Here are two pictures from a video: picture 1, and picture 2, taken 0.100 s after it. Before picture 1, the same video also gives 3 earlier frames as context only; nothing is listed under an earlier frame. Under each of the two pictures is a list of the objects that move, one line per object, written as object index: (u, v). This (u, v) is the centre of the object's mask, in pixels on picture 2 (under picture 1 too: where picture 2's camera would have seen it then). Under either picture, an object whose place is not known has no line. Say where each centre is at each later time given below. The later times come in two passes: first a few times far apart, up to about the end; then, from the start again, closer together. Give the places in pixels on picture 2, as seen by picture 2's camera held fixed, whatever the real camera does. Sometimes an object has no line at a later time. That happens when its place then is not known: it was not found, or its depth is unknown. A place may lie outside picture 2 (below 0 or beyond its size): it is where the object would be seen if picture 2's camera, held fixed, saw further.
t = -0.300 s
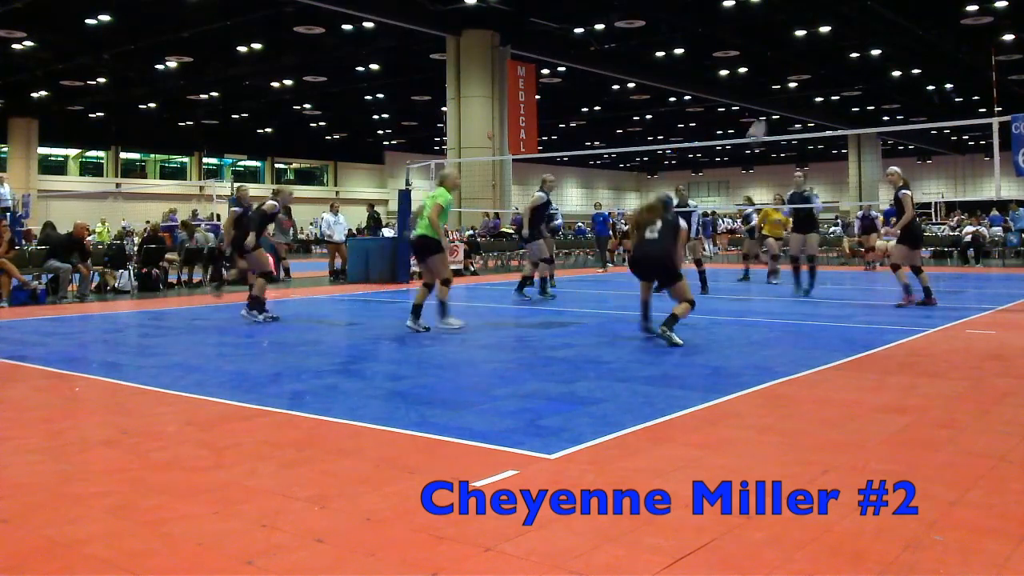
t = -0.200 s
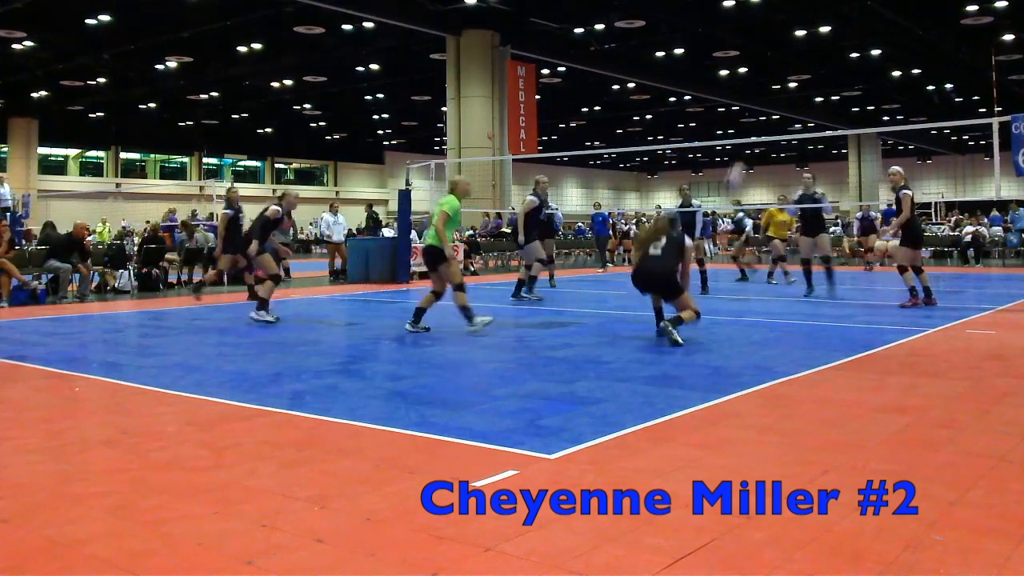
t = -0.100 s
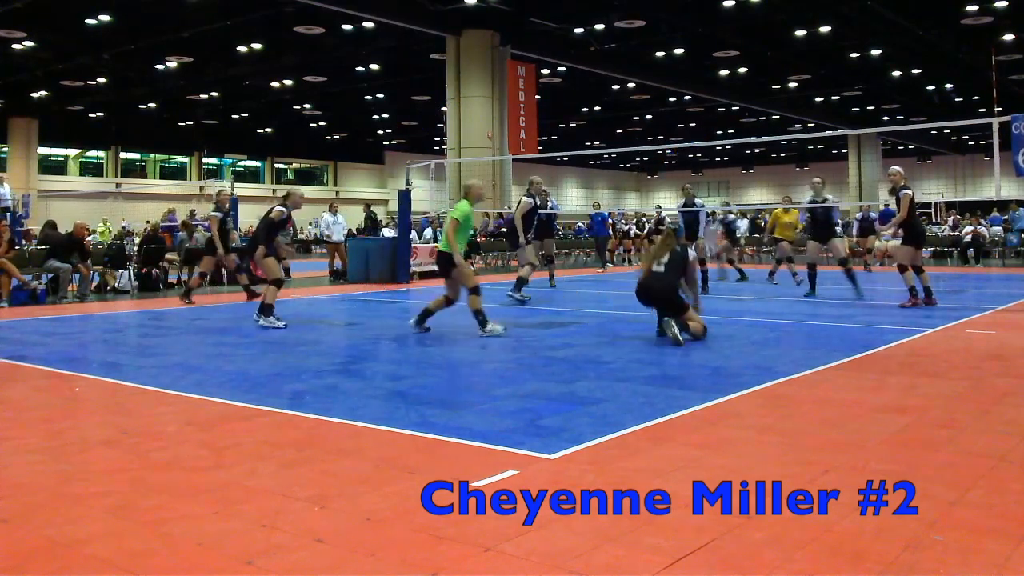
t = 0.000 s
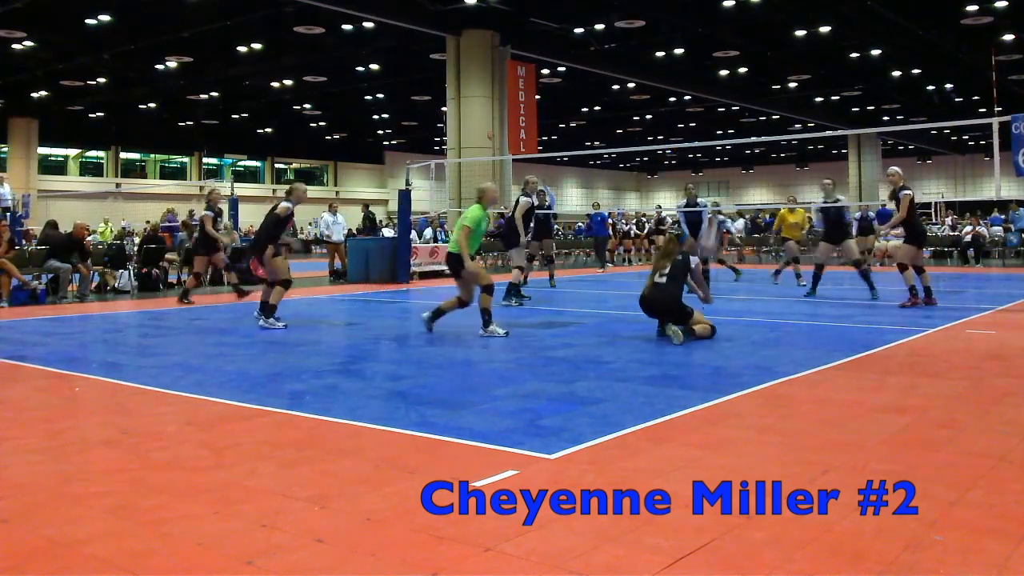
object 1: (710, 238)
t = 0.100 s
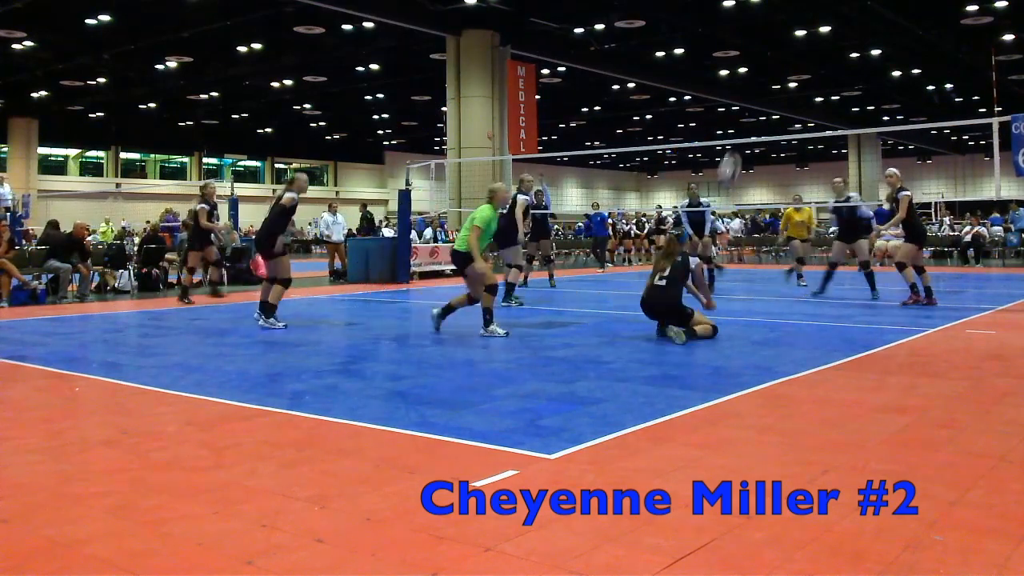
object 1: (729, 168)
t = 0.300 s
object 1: (764, 76)
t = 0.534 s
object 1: (800, 25)
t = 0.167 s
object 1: (743, 129)
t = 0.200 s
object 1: (747, 117)
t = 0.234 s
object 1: (753, 100)
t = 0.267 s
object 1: (758, 88)
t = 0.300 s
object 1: (764, 76)
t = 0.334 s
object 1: (769, 65)
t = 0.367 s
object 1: (775, 56)
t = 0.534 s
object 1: (800, 25)
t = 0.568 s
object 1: (806, 21)
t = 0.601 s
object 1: (810, 21)
